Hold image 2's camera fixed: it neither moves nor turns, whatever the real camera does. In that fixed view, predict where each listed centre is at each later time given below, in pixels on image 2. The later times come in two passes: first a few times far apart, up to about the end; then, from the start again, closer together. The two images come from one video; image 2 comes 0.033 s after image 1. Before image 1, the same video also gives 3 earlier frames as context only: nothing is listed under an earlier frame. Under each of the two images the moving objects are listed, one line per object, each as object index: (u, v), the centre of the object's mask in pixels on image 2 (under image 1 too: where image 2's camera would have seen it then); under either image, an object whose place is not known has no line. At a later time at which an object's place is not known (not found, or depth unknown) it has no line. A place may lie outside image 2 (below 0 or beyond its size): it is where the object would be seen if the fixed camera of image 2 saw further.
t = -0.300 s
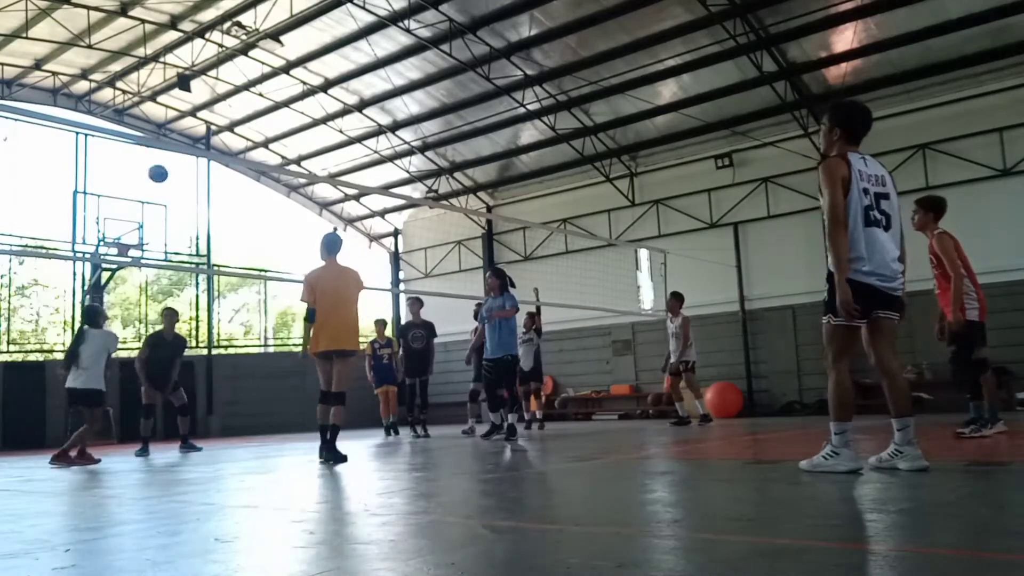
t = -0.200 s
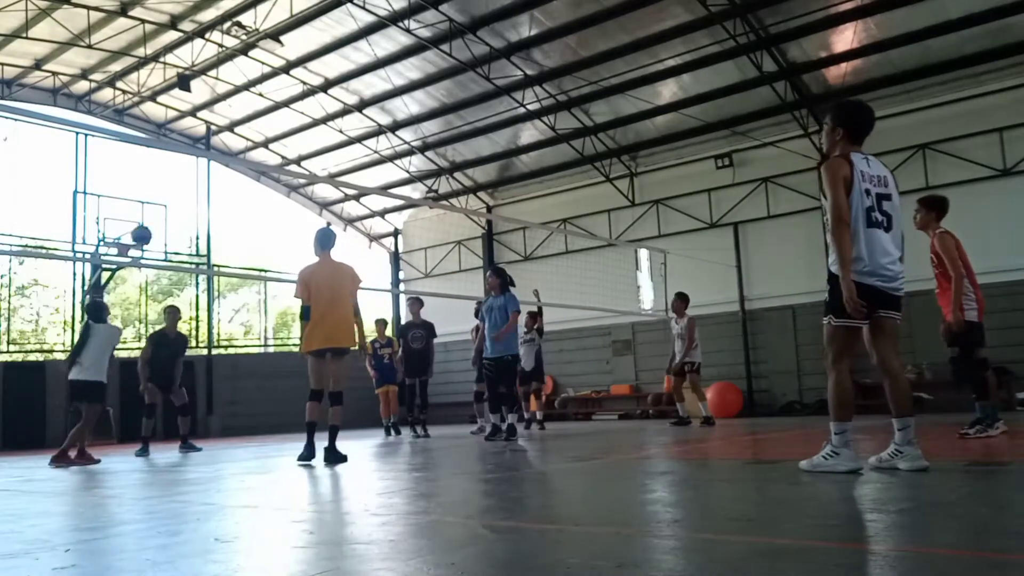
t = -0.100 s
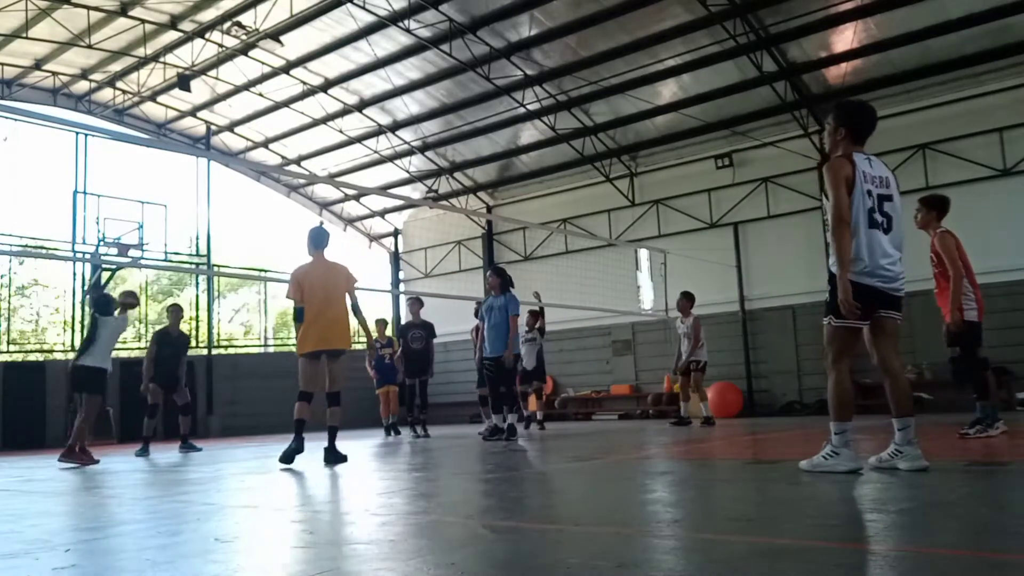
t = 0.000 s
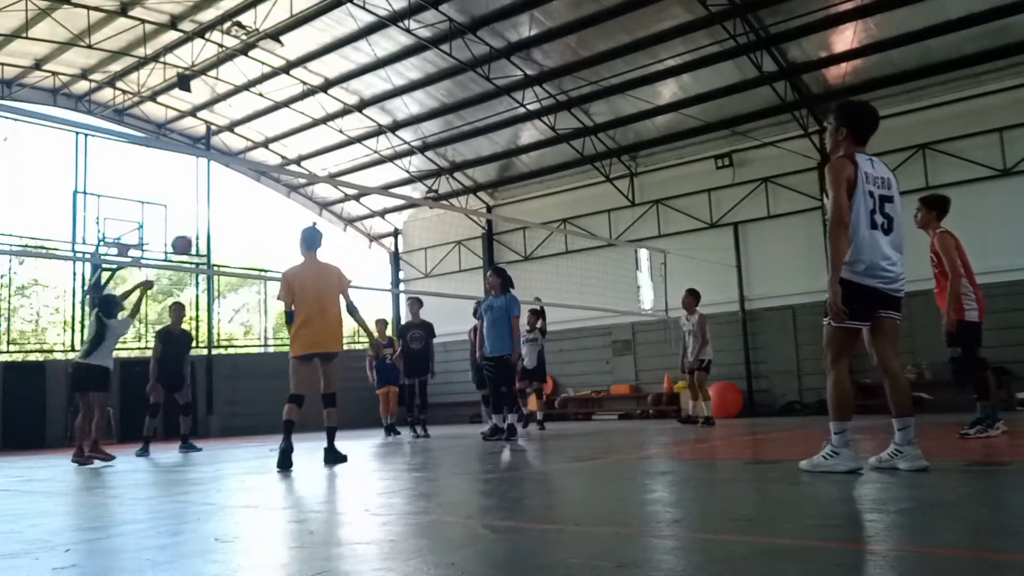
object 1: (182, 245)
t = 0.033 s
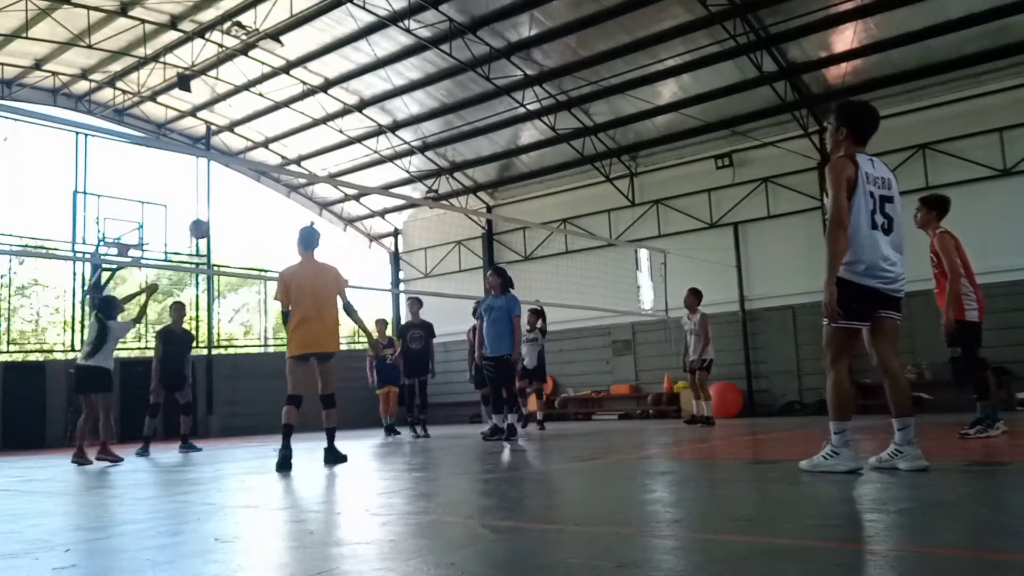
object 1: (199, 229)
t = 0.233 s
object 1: (312, 152)
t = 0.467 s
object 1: (459, 116)
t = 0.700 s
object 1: (629, 144)
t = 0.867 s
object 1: (771, 216)
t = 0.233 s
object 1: (312, 152)
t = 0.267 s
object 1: (332, 144)
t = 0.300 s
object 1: (352, 136)
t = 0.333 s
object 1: (373, 130)
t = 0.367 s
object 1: (393, 124)
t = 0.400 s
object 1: (414, 121)
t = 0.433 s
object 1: (437, 117)
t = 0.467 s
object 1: (459, 116)
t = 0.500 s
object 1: (482, 115)
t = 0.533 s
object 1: (504, 117)
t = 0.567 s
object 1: (527, 119)
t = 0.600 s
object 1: (552, 123)
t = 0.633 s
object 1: (576, 129)
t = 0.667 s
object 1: (603, 136)
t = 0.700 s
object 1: (629, 144)
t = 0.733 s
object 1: (655, 155)
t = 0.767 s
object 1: (683, 167)
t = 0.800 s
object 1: (712, 181)
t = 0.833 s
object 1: (741, 197)
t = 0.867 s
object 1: (771, 216)
